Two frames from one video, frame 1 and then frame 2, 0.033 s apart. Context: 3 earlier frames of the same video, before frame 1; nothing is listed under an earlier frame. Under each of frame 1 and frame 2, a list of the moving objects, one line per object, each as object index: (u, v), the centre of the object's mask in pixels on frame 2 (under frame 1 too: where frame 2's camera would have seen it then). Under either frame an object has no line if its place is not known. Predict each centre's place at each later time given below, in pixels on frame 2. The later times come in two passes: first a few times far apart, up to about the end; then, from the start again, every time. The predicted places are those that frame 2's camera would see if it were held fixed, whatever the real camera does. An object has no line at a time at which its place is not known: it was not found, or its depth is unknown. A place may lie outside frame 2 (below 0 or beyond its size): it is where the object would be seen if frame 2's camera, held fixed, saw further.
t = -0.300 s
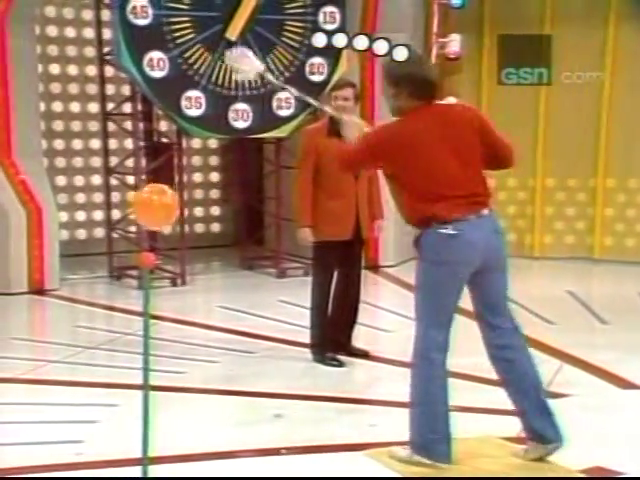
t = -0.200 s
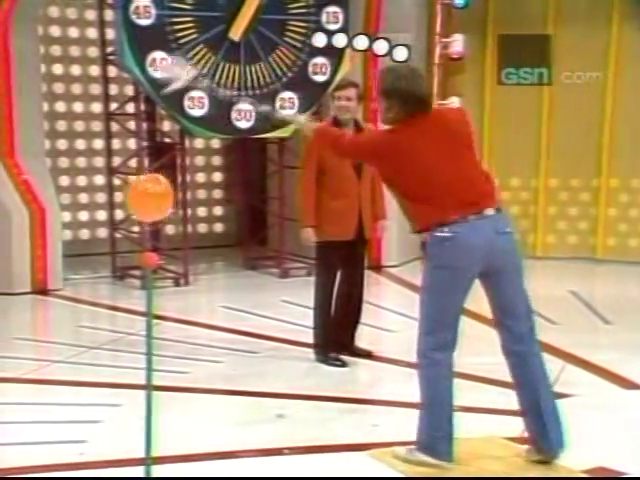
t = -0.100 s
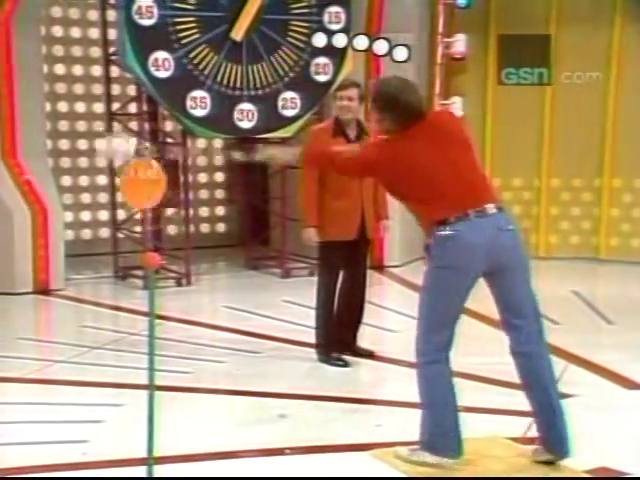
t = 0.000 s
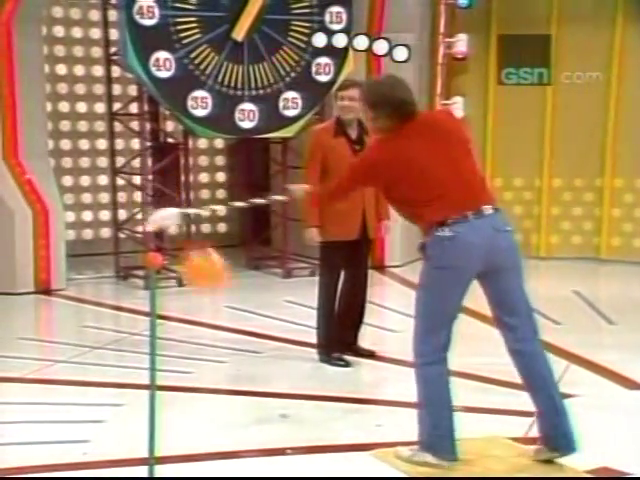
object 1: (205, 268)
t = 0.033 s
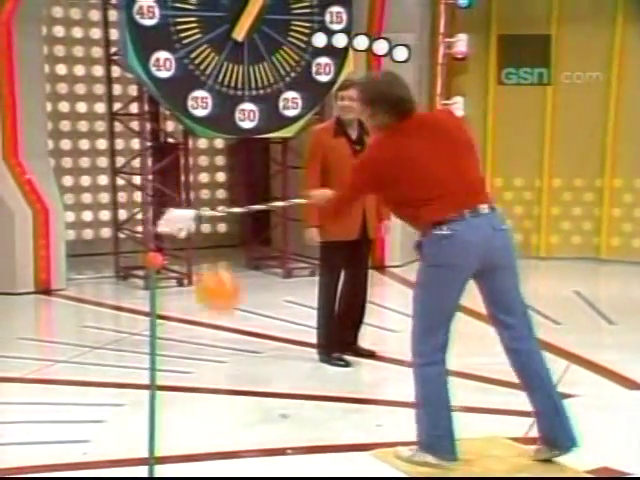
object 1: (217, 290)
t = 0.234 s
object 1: (222, 319)
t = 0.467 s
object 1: (263, 326)
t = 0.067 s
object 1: (224, 305)
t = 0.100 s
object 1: (225, 316)
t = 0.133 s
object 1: (222, 321)
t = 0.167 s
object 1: (220, 321)
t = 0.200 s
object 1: (220, 320)
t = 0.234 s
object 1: (222, 319)
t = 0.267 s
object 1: (227, 319)
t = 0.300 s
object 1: (233, 321)
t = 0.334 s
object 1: (239, 323)
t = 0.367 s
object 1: (245, 325)
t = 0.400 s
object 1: (251, 325)
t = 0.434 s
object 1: (258, 326)
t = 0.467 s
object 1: (263, 326)
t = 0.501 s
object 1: (268, 326)
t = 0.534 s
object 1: (273, 324)
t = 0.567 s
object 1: (276, 321)
